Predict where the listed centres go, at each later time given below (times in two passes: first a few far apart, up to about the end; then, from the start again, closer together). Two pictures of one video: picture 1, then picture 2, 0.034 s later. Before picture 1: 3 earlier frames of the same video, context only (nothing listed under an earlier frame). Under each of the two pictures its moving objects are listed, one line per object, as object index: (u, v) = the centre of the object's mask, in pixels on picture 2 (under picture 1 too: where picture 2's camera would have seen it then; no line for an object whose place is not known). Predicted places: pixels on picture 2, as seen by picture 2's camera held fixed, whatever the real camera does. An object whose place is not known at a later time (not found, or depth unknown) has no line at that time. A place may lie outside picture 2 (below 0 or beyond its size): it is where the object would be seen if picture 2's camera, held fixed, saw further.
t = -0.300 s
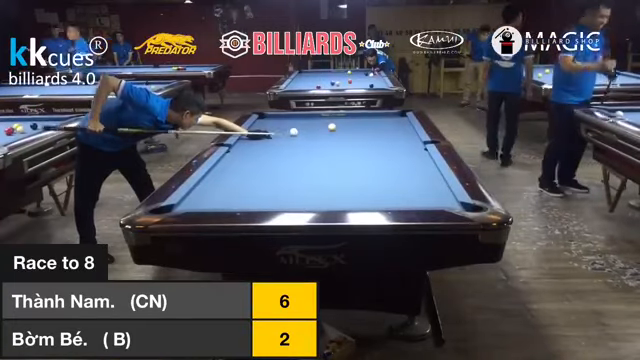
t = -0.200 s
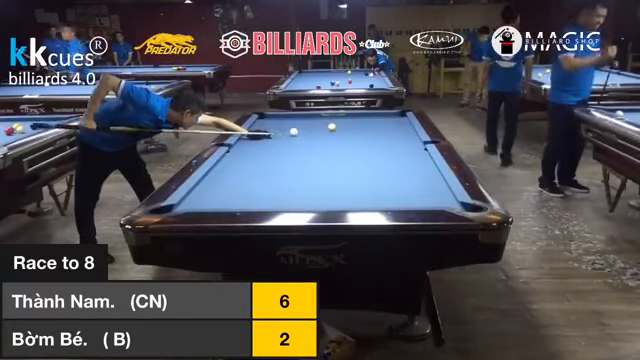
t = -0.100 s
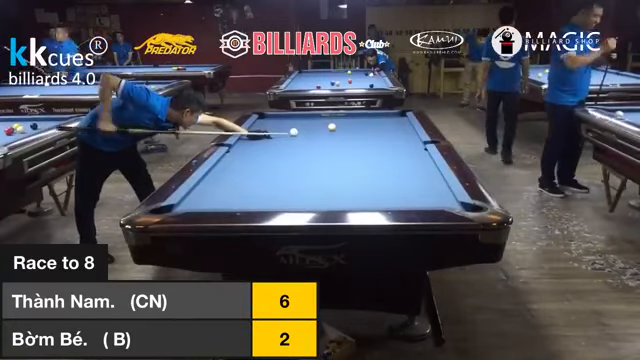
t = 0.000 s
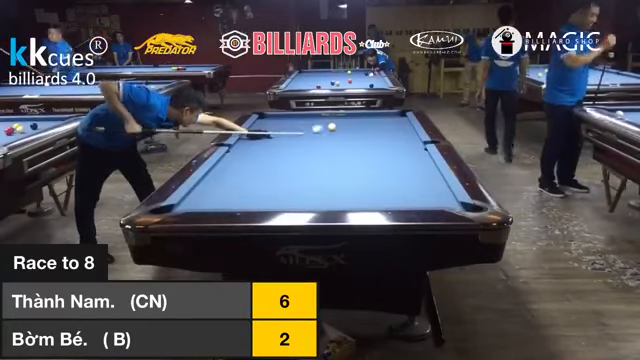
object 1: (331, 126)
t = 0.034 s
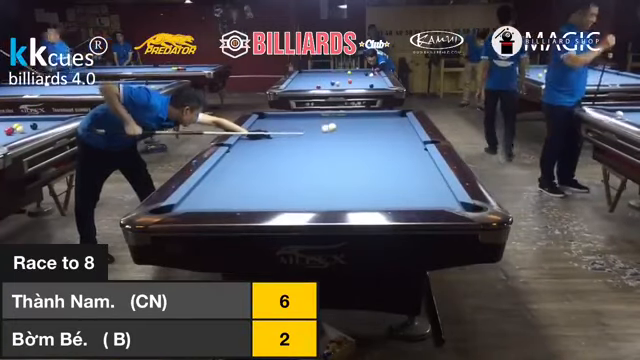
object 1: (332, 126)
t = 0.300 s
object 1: (375, 117)
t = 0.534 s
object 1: (403, 113)
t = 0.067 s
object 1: (339, 125)
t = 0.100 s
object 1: (345, 124)
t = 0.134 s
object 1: (350, 123)
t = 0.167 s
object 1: (356, 122)
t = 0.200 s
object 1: (361, 121)
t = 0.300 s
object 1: (375, 117)
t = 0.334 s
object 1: (379, 116)
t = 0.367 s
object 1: (383, 115)
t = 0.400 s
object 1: (387, 115)
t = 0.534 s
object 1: (403, 113)
